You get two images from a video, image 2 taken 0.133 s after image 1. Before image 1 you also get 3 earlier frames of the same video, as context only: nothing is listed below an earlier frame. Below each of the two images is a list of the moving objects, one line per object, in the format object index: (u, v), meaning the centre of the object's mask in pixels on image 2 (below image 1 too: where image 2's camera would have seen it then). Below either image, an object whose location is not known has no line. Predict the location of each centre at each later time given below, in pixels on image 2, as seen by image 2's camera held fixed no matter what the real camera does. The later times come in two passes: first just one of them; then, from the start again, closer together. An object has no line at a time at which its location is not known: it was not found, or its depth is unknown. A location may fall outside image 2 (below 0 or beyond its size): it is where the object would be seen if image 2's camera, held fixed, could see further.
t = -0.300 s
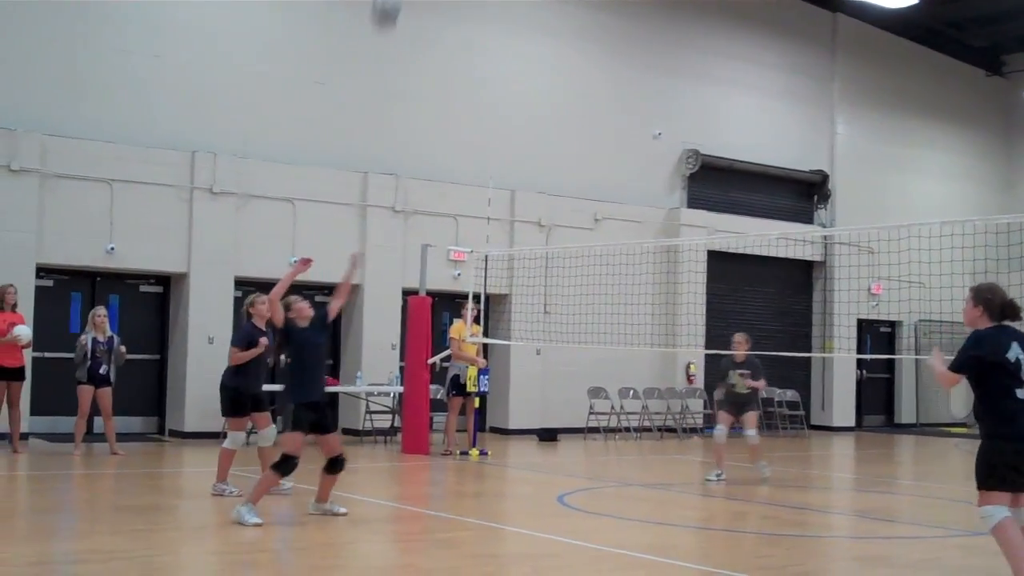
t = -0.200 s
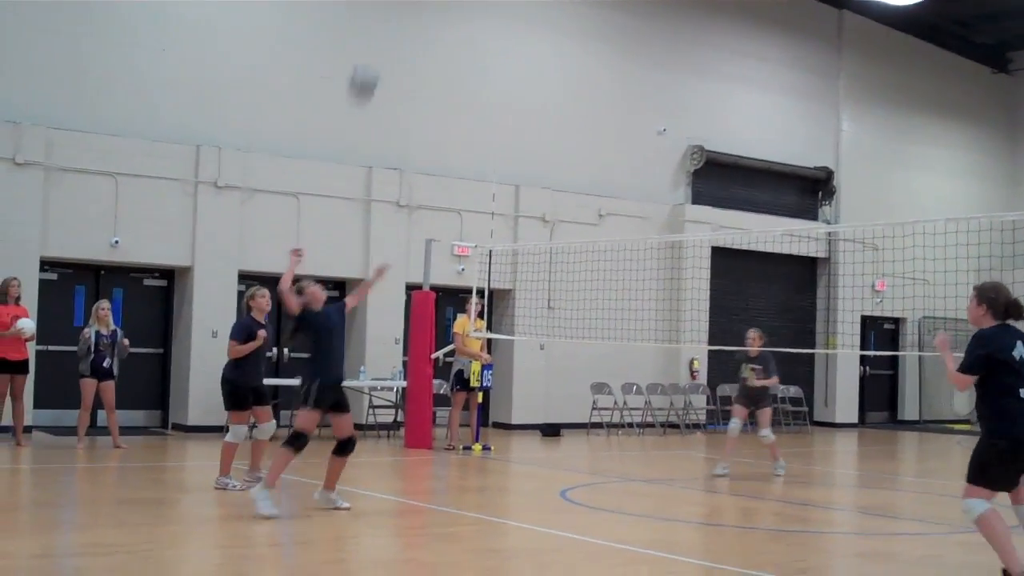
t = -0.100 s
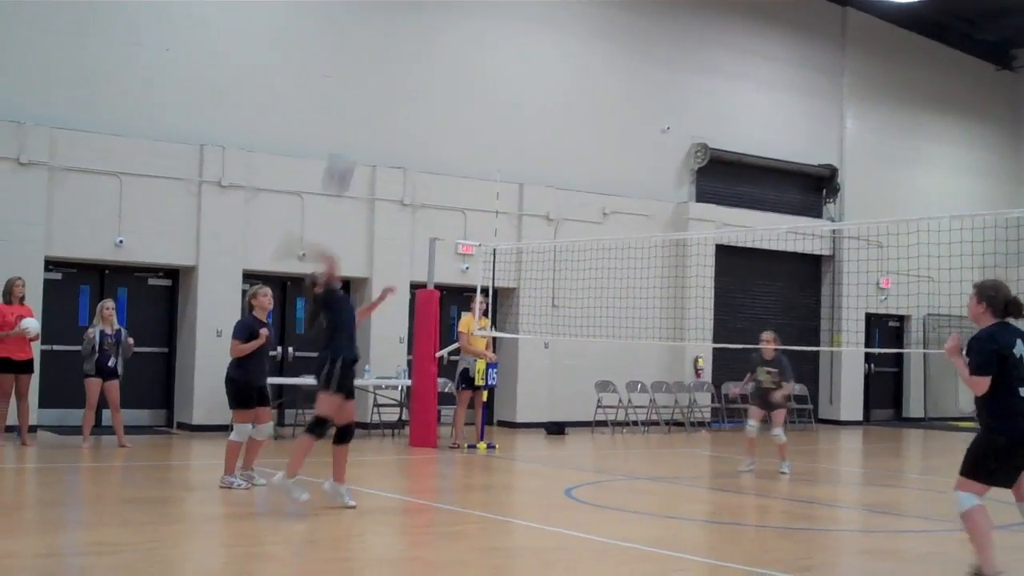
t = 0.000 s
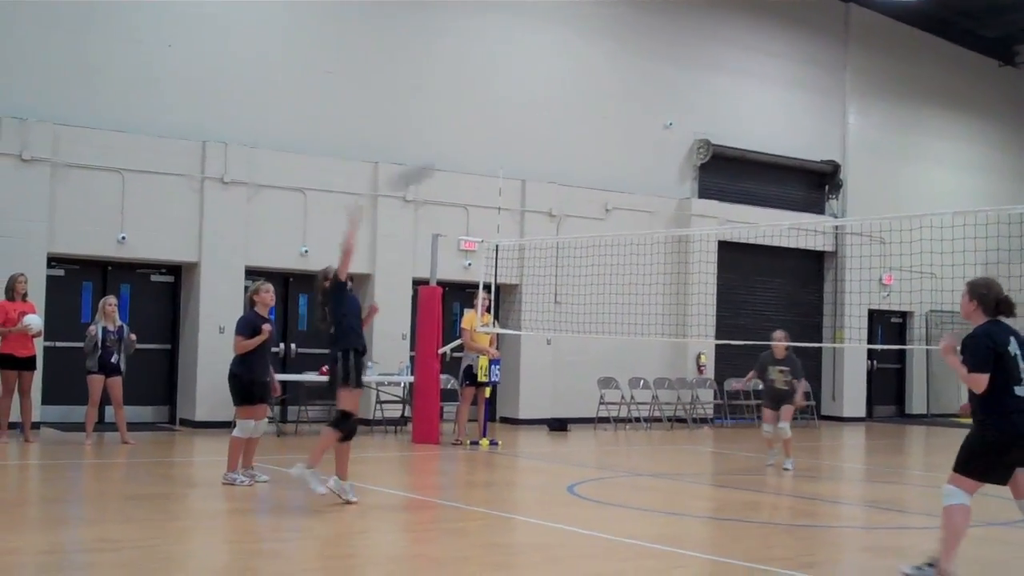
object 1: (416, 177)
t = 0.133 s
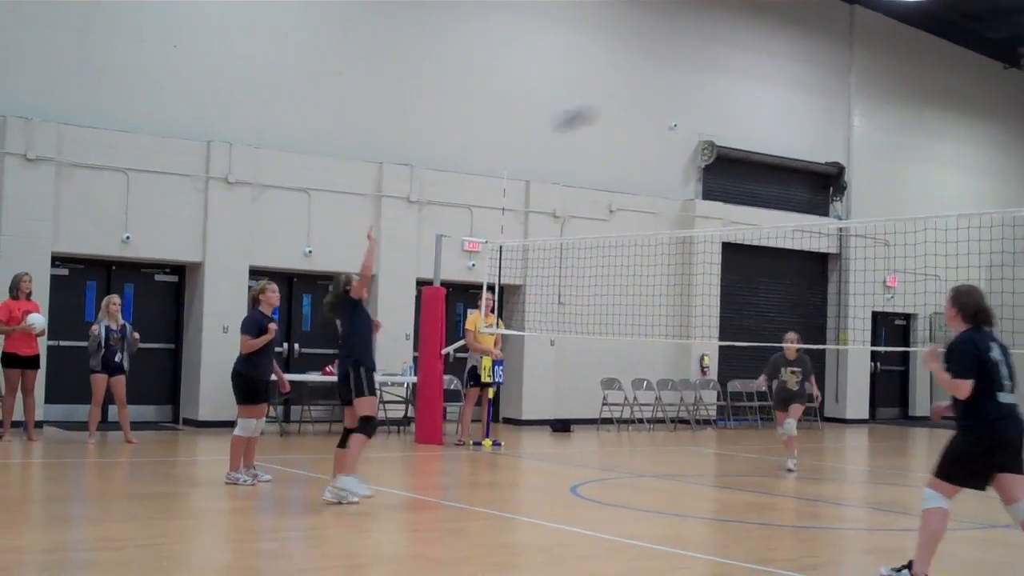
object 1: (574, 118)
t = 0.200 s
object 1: (644, 102)
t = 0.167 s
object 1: (609, 110)
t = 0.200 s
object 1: (644, 102)
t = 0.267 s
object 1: (712, 93)
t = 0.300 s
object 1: (745, 89)
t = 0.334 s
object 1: (777, 87)
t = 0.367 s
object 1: (804, 87)
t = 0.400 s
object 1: (831, 89)
